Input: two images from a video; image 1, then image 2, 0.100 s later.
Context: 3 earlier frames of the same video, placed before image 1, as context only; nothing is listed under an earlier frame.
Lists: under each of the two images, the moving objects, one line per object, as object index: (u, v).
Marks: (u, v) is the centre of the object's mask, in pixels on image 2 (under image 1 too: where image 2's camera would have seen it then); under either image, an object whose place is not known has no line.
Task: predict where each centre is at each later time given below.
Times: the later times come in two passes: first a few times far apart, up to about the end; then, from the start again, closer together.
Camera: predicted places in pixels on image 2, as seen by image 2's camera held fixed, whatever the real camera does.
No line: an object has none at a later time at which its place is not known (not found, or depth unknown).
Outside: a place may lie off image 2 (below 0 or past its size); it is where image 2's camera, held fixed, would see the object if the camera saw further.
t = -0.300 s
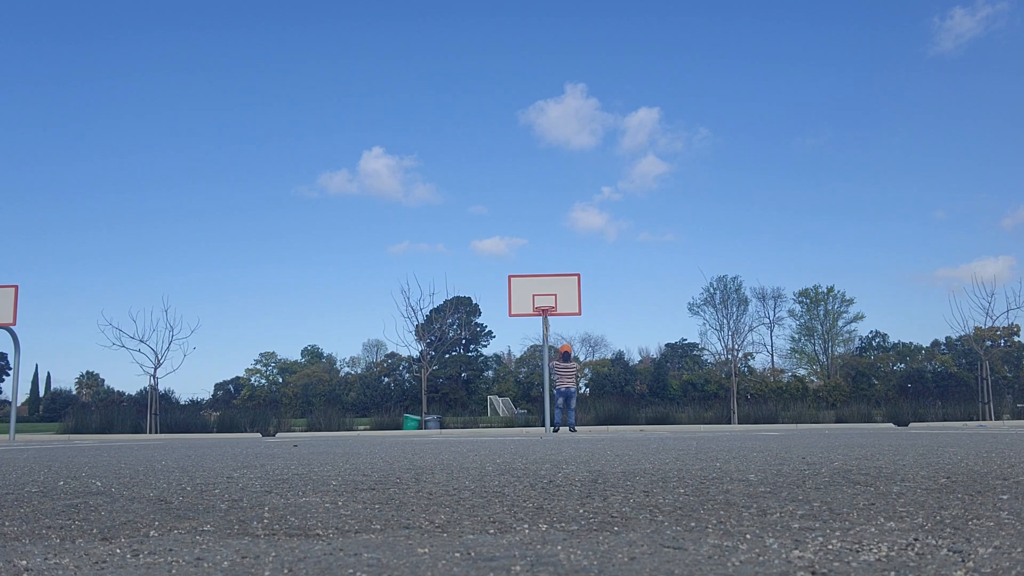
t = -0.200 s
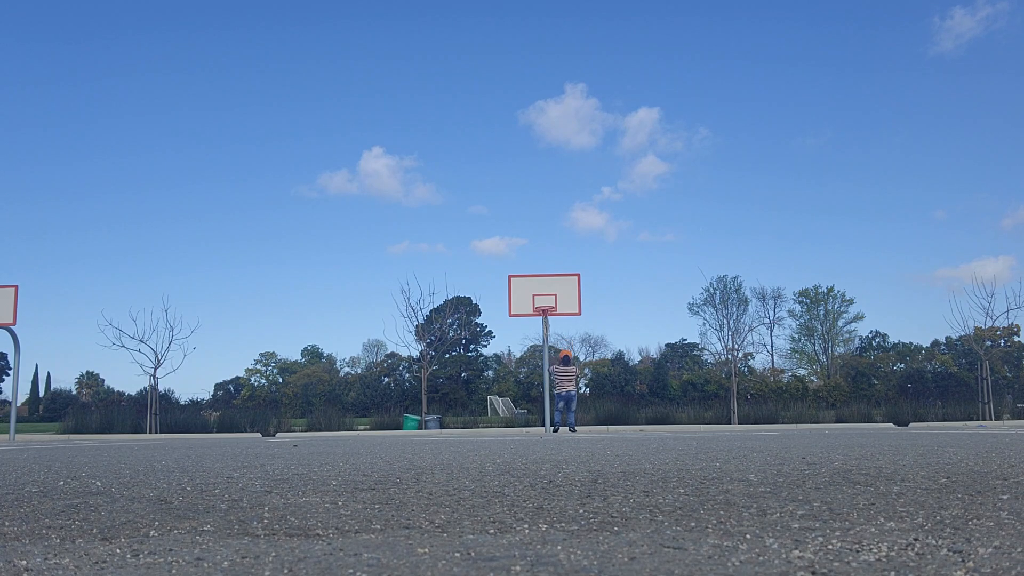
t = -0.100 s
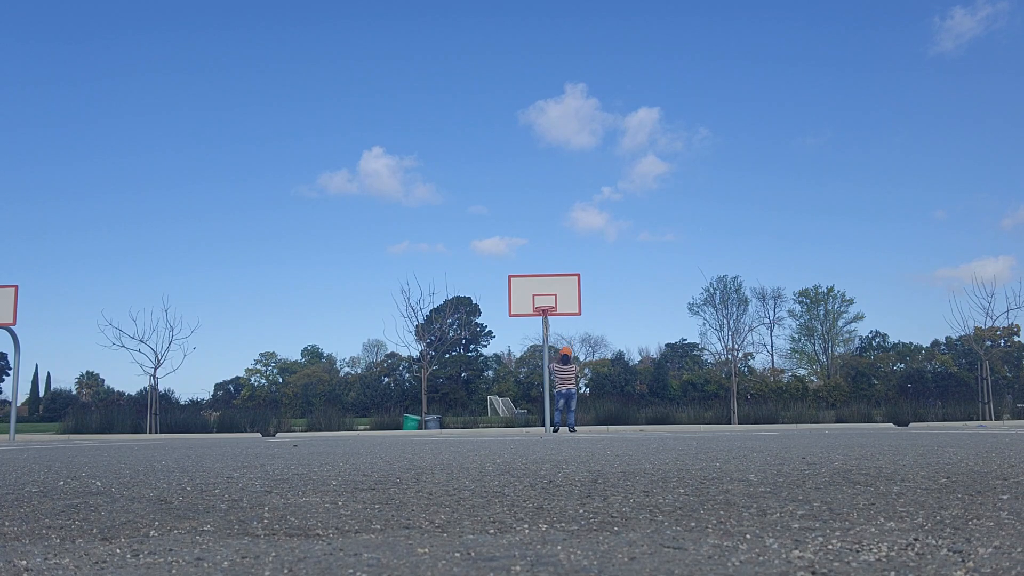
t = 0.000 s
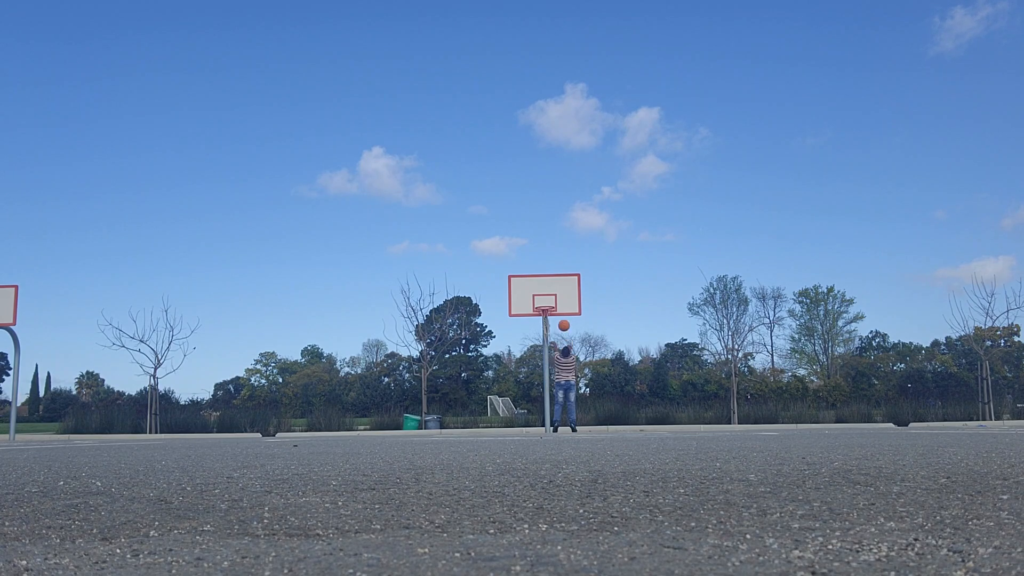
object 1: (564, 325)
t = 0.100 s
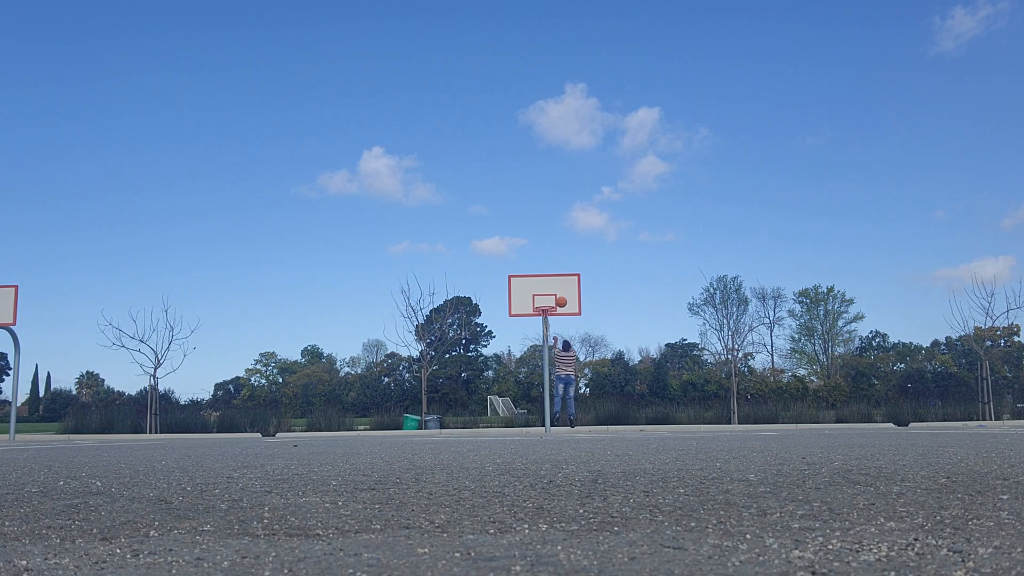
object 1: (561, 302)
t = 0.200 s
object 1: (559, 284)
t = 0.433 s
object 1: (555, 264)
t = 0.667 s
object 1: (553, 268)
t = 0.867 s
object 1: (550, 288)
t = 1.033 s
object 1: (549, 302)
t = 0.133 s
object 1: (561, 295)
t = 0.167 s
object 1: (560, 289)
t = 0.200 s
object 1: (559, 284)
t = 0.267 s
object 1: (558, 276)
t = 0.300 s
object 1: (557, 272)
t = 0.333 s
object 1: (557, 269)
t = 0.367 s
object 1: (556, 267)
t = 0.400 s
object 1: (556, 266)
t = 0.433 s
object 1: (555, 264)
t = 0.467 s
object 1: (555, 263)
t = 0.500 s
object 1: (554, 263)
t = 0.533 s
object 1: (554, 263)
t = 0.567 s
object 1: (554, 264)
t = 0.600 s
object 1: (553, 265)
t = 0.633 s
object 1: (553, 266)
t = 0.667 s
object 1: (553, 268)
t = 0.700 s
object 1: (552, 270)
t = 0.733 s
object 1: (552, 273)
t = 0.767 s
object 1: (551, 276)
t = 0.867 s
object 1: (550, 288)
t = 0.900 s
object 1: (550, 290)
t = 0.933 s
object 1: (550, 292)
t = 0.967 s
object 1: (550, 296)
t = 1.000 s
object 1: (549, 299)
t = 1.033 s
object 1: (549, 302)
